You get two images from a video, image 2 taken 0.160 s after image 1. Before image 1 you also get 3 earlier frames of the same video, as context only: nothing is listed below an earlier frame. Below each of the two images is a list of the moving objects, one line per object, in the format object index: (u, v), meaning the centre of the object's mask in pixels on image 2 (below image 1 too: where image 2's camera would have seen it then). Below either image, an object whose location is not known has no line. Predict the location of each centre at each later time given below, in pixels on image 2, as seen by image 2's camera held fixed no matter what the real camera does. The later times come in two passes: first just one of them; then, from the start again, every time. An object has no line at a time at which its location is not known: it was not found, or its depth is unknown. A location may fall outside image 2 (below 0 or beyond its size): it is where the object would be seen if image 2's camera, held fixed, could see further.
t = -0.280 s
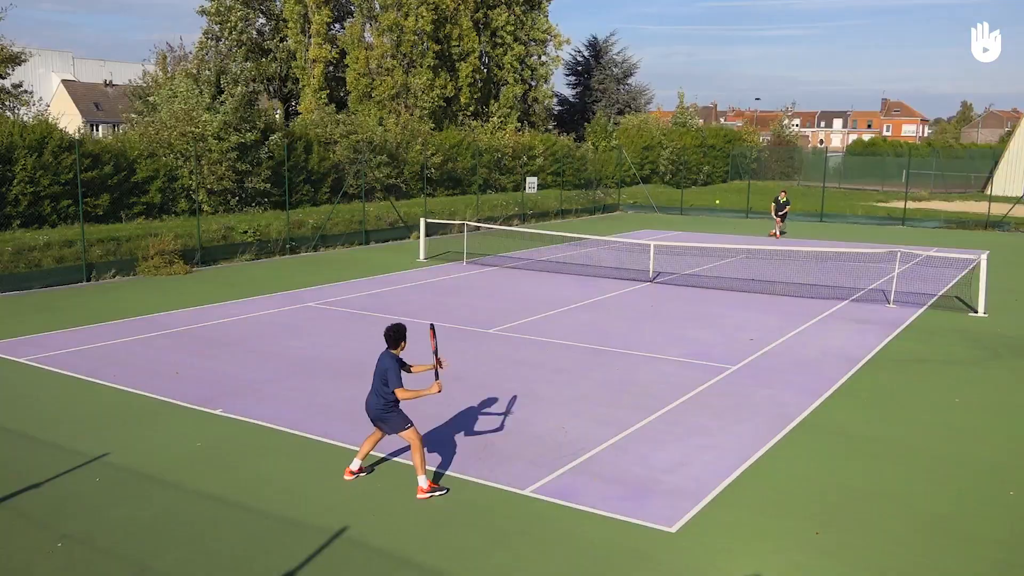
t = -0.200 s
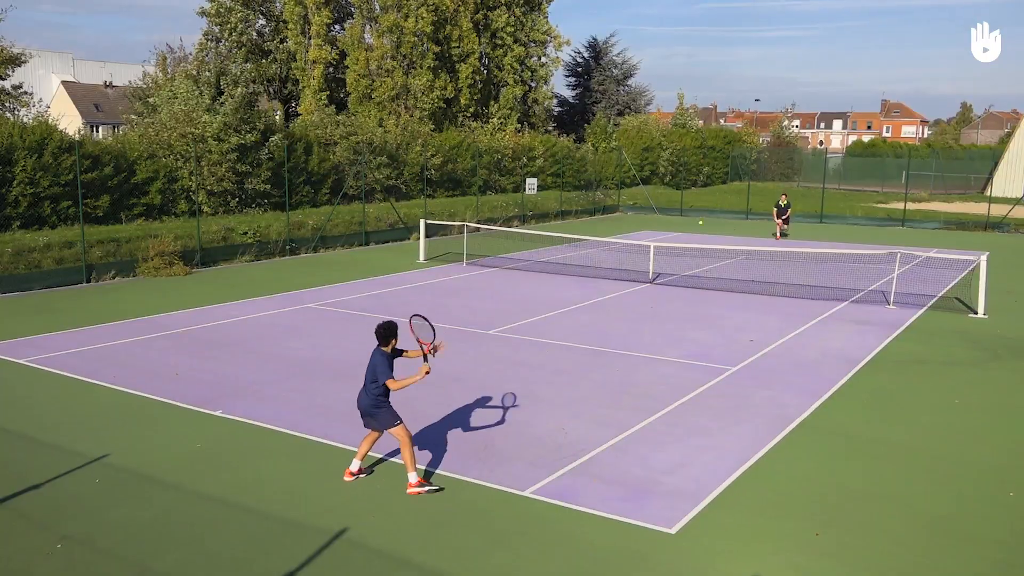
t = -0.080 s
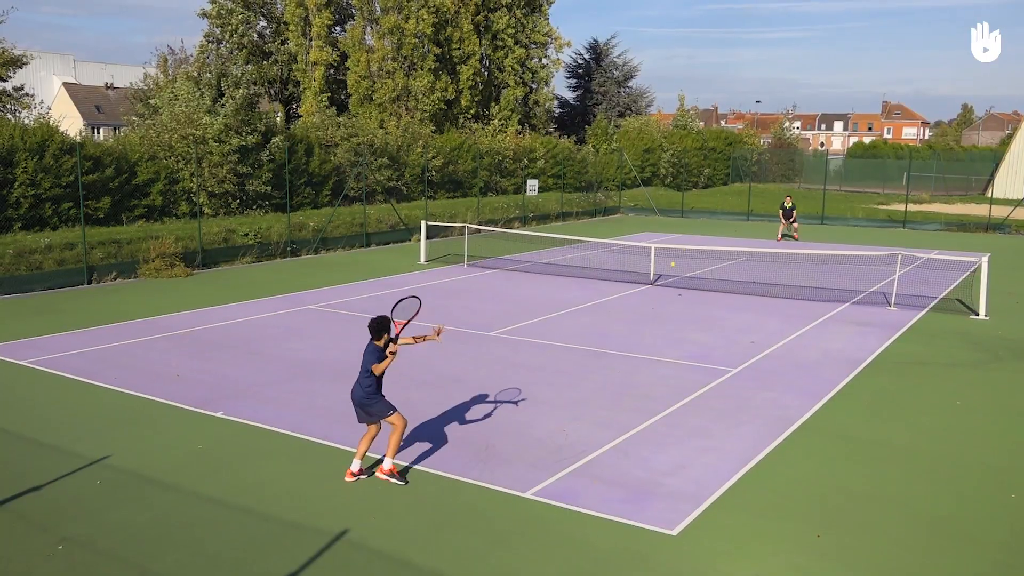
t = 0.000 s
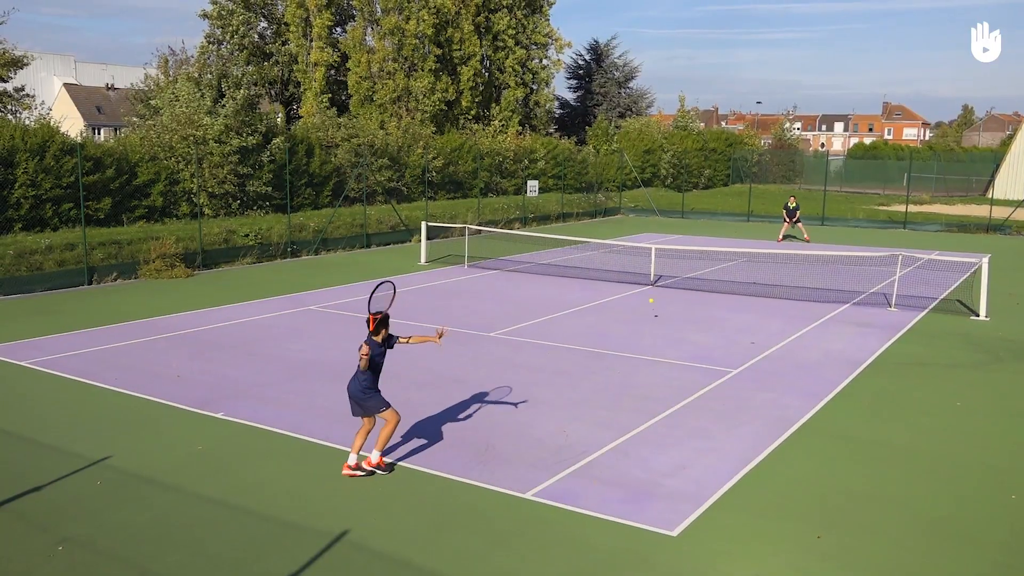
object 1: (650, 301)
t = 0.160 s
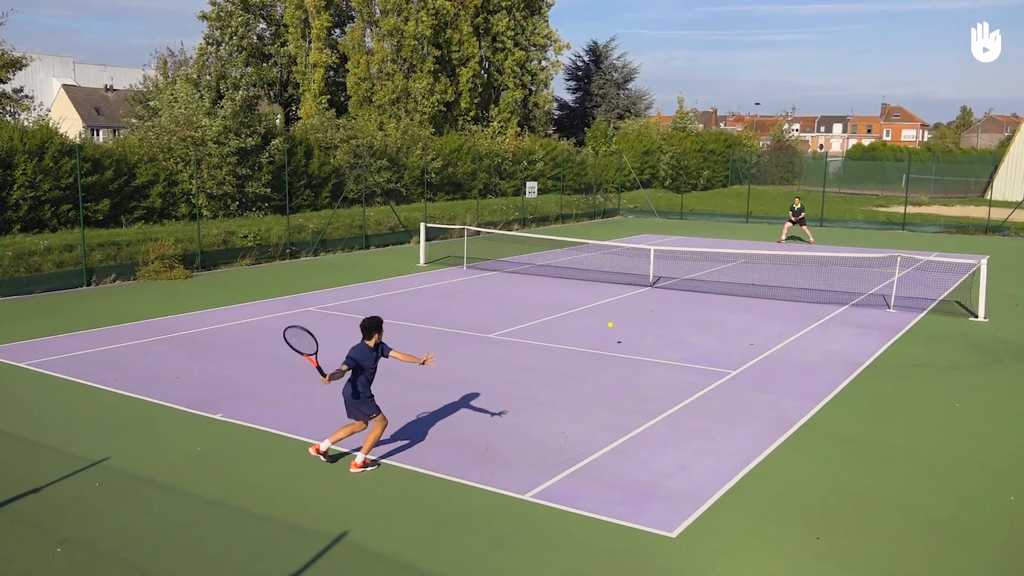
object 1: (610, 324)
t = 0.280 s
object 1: (582, 315)
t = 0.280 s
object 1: (582, 315)
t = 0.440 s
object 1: (536, 322)
